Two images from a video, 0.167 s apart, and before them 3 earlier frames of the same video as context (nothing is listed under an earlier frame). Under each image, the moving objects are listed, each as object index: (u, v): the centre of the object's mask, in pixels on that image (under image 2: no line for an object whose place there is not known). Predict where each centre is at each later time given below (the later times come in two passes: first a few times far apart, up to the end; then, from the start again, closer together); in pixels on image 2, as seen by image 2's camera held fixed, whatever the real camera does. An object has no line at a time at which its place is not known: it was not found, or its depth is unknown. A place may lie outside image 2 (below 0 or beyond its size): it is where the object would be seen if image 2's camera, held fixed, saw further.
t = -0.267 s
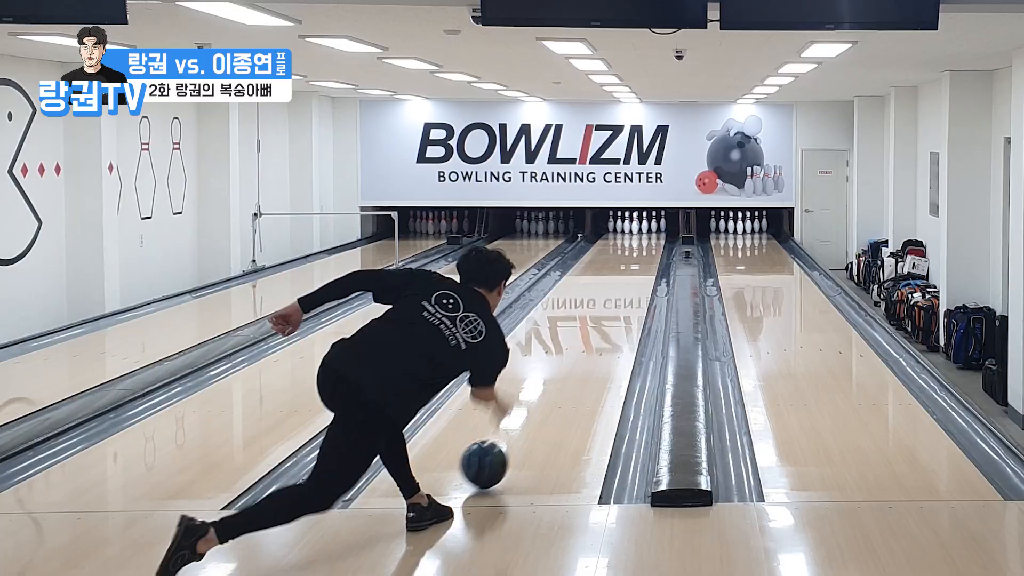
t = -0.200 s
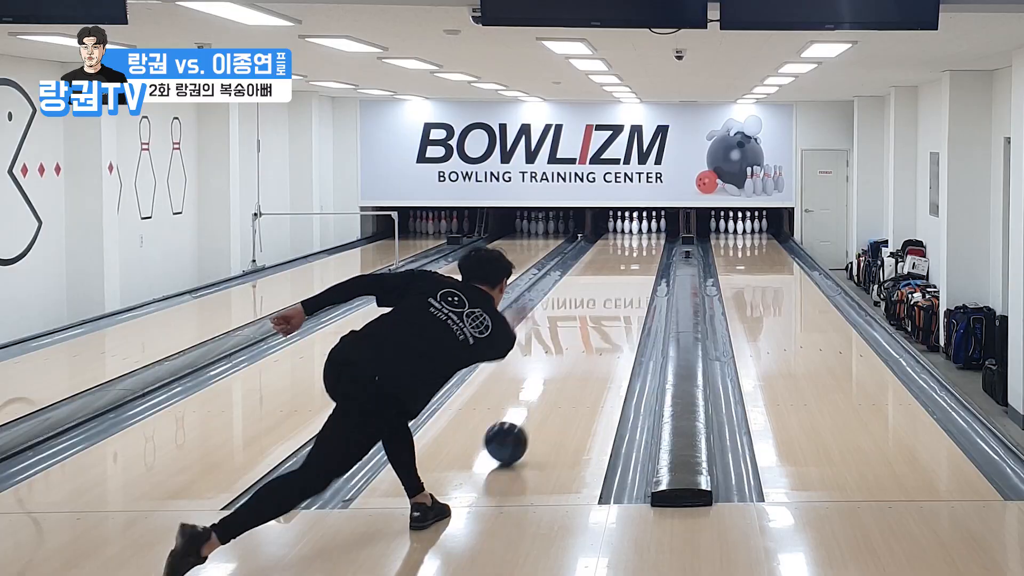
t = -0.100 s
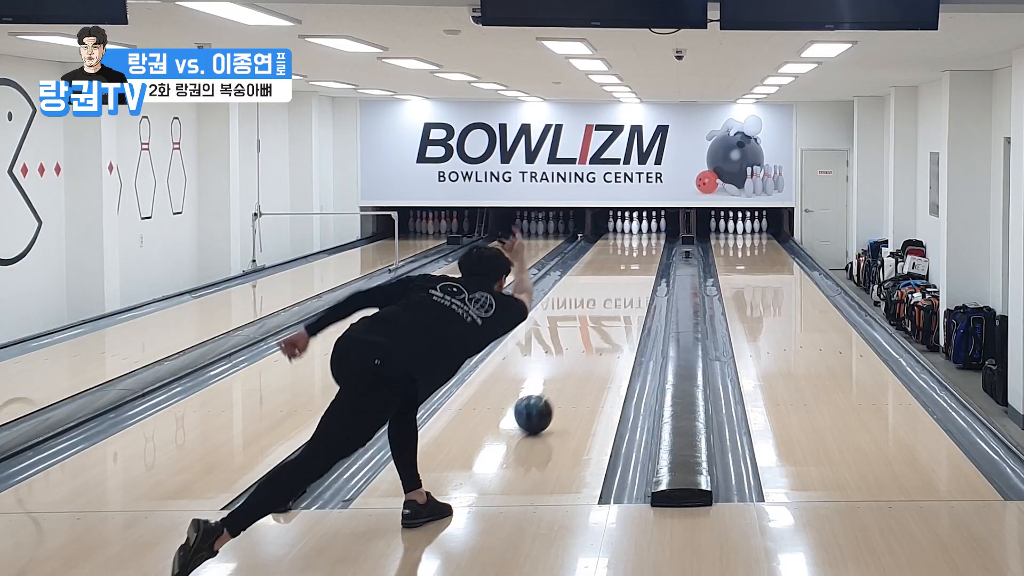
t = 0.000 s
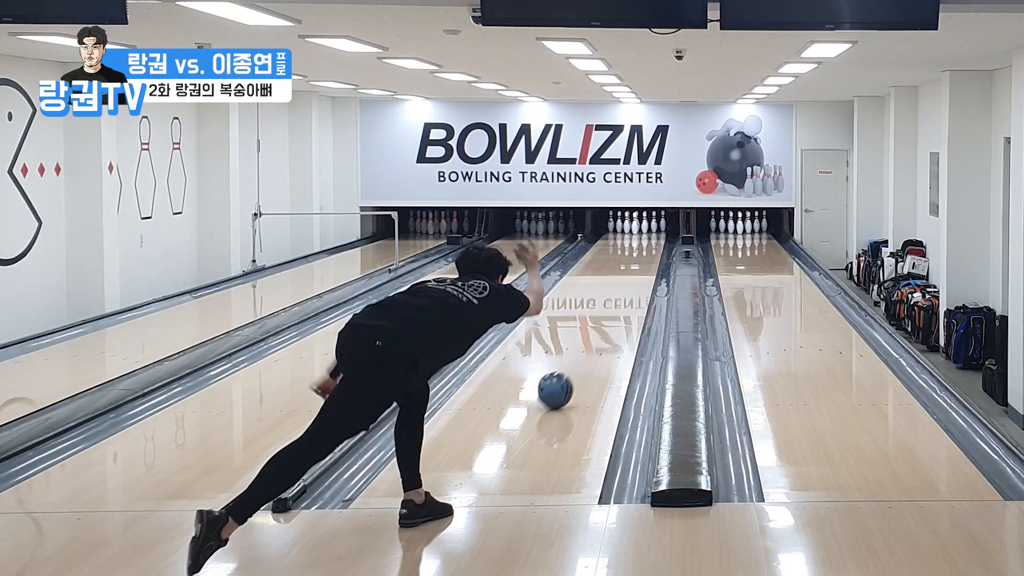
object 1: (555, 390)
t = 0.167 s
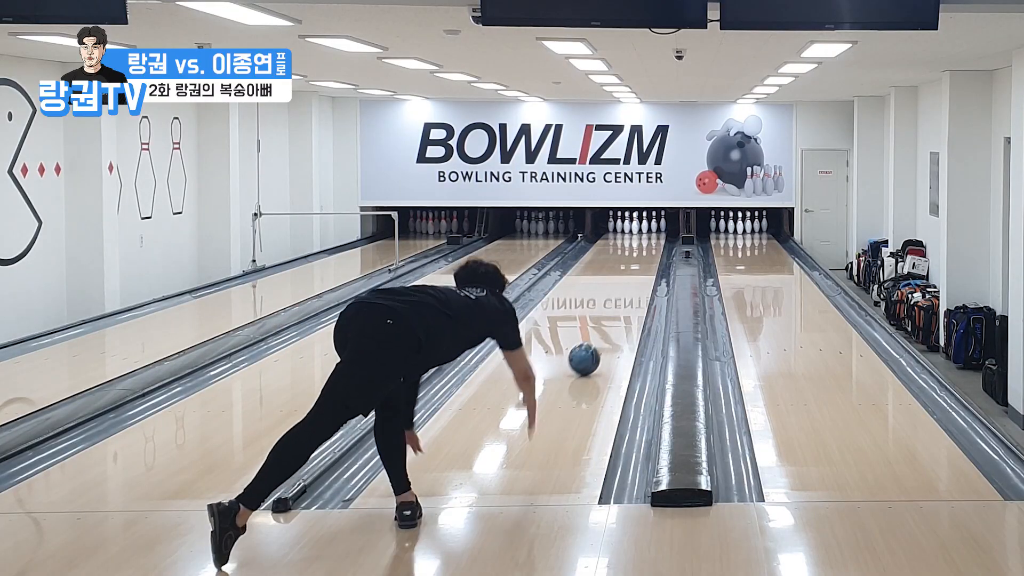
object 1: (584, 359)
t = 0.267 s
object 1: (598, 344)
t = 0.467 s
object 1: (620, 319)
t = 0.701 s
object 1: (639, 298)
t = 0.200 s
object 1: (589, 354)
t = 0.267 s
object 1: (598, 344)
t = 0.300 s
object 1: (602, 340)
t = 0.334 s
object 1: (606, 335)
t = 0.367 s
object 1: (610, 331)
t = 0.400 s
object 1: (613, 327)
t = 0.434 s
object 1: (617, 323)
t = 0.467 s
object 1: (620, 319)
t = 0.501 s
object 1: (623, 316)
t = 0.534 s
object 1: (626, 313)
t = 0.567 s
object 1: (629, 310)
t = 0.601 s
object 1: (632, 306)
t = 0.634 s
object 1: (634, 303)
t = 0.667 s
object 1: (636, 300)
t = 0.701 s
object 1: (639, 298)
